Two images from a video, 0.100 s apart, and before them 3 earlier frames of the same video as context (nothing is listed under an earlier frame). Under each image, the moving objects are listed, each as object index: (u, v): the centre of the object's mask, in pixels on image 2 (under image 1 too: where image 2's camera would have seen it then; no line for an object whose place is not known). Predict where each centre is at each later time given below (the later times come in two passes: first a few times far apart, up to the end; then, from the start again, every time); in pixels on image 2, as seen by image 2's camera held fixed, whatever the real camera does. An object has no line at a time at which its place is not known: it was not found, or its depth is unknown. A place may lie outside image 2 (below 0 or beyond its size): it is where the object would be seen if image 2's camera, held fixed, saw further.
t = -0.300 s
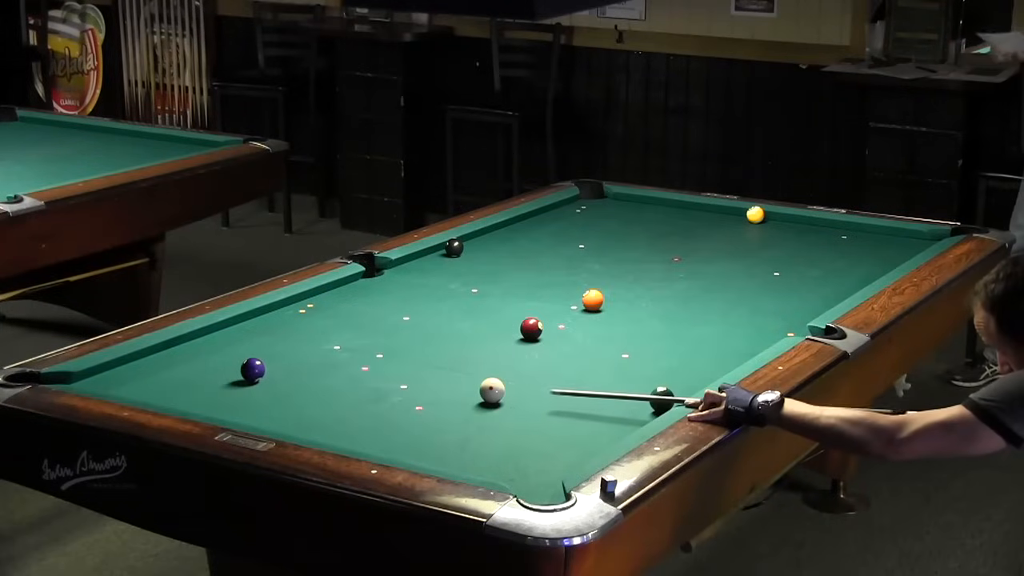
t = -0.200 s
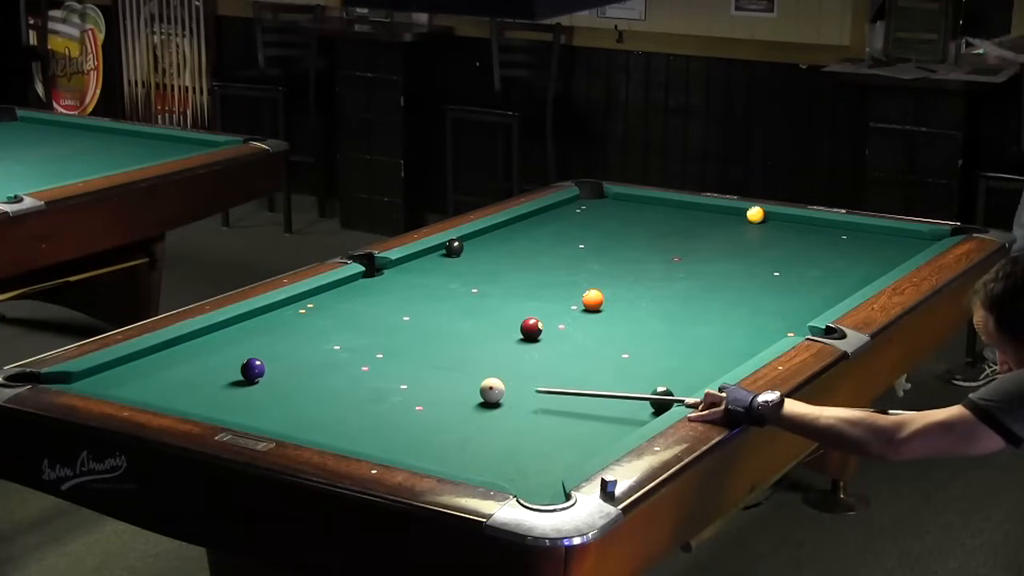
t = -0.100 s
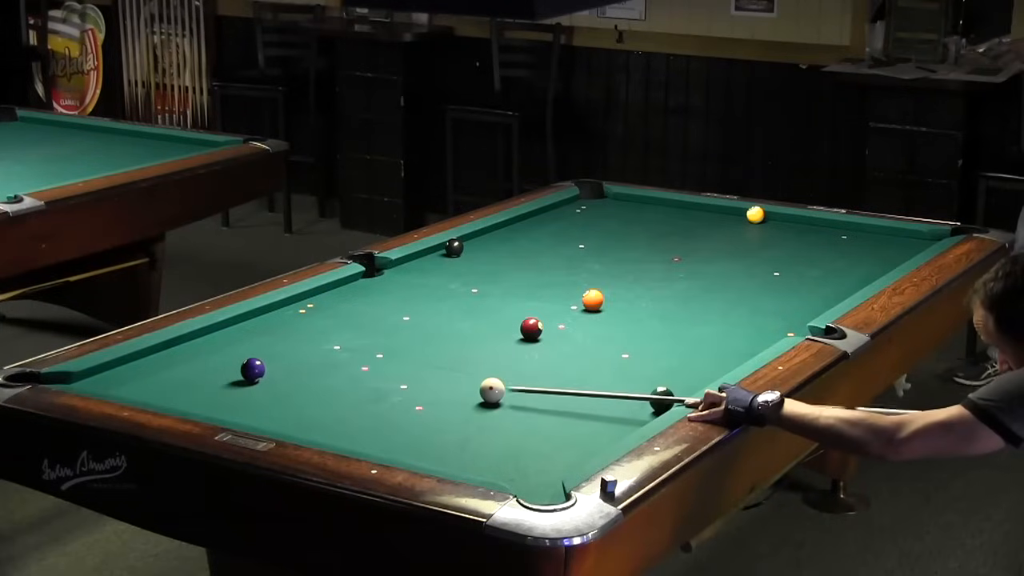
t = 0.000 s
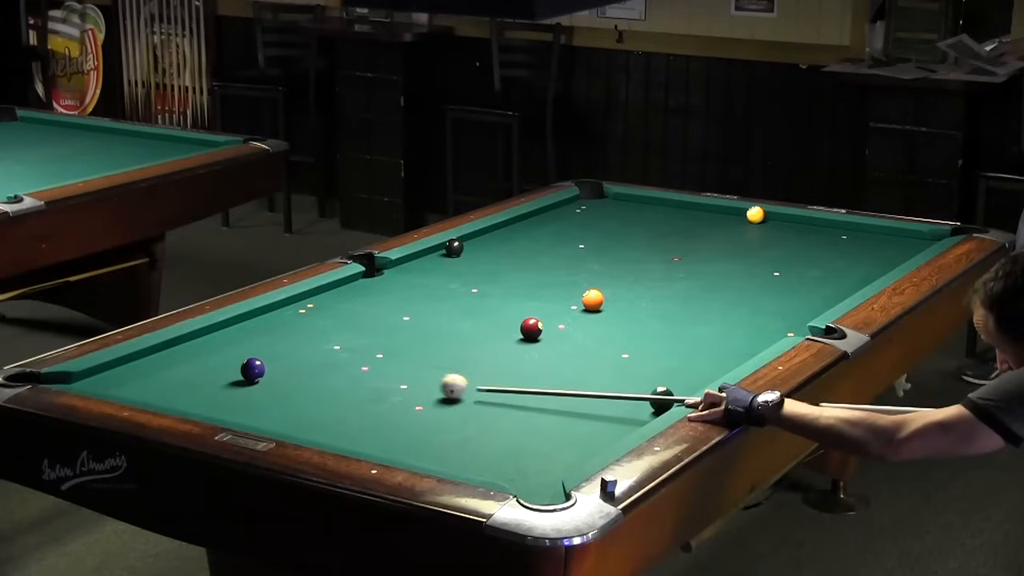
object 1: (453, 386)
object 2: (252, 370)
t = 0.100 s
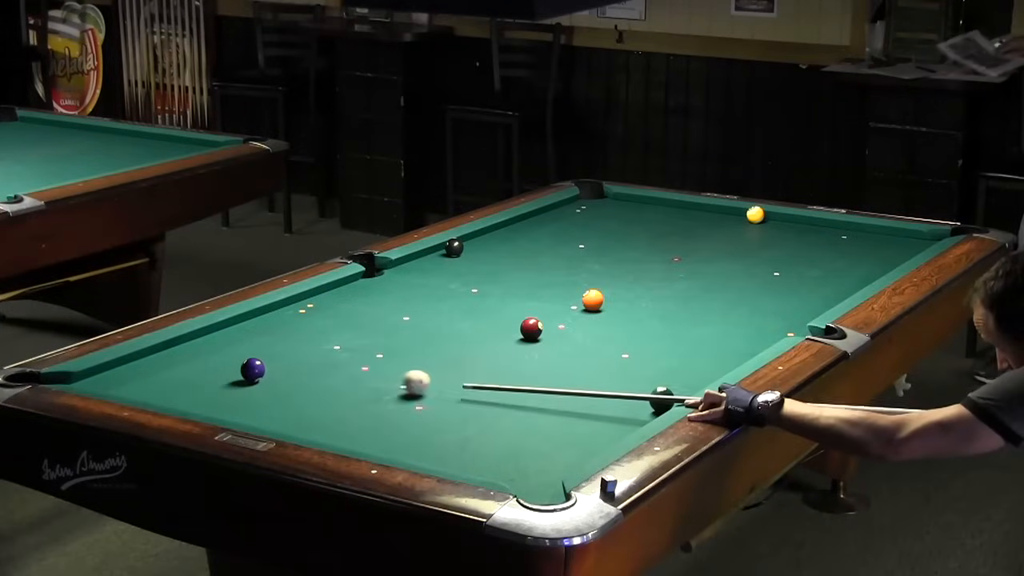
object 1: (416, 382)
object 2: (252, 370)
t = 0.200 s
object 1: (380, 379)
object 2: (252, 370)
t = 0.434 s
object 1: (298, 370)
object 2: (252, 370)
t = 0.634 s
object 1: (268, 362)
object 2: (221, 372)
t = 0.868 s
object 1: (250, 351)
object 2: (175, 375)
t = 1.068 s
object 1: (236, 343)
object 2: (137, 377)
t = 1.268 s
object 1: (223, 335)
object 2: (100, 379)
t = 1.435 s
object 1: (215, 330)
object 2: (72, 377)
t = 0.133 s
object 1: (403, 381)
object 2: (252, 370)
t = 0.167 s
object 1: (392, 380)
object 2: (252, 370)
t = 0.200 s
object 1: (380, 379)
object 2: (252, 370)
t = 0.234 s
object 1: (368, 377)
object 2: (252, 370)
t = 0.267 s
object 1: (356, 376)
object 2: (252, 370)
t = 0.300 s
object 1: (344, 375)
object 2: (252, 370)
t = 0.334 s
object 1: (332, 374)
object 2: (252, 370)
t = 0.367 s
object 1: (321, 373)
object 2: (252, 370)
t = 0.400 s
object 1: (309, 371)
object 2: (252, 370)
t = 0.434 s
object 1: (298, 370)
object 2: (252, 370)
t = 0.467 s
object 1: (287, 369)
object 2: (252, 370)
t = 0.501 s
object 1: (277, 368)
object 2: (250, 370)
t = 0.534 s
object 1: (276, 366)
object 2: (242, 370)
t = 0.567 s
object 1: (273, 365)
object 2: (235, 371)
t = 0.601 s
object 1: (271, 363)
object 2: (228, 371)
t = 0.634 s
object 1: (268, 362)
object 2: (221, 372)
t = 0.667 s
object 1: (265, 360)
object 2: (214, 372)
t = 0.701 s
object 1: (263, 359)
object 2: (208, 373)
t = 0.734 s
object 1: (260, 357)
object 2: (201, 373)
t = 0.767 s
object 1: (258, 355)
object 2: (194, 374)
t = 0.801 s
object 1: (255, 354)
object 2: (188, 374)
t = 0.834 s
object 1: (253, 353)
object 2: (181, 374)
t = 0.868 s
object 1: (250, 351)
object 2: (175, 375)
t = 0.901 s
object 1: (248, 350)
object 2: (169, 375)
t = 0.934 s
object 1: (246, 348)
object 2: (162, 376)
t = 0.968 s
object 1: (243, 347)
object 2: (156, 376)
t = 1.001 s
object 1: (241, 346)
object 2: (150, 376)
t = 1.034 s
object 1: (239, 344)
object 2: (143, 377)
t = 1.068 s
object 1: (236, 343)
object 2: (137, 377)
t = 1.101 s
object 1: (234, 342)
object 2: (130, 378)
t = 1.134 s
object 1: (232, 341)
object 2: (124, 378)
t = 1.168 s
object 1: (230, 339)
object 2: (118, 379)
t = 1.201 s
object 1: (228, 338)
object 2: (112, 379)
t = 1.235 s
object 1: (226, 337)
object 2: (106, 378)
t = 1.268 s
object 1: (223, 335)
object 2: (100, 379)
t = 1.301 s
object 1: (221, 334)
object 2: (94, 378)
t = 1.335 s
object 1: (219, 333)
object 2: (89, 378)
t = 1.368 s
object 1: (217, 332)
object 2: (83, 378)
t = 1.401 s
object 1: (215, 331)
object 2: (78, 377)
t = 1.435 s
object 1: (215, 330)
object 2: (72, 377)
